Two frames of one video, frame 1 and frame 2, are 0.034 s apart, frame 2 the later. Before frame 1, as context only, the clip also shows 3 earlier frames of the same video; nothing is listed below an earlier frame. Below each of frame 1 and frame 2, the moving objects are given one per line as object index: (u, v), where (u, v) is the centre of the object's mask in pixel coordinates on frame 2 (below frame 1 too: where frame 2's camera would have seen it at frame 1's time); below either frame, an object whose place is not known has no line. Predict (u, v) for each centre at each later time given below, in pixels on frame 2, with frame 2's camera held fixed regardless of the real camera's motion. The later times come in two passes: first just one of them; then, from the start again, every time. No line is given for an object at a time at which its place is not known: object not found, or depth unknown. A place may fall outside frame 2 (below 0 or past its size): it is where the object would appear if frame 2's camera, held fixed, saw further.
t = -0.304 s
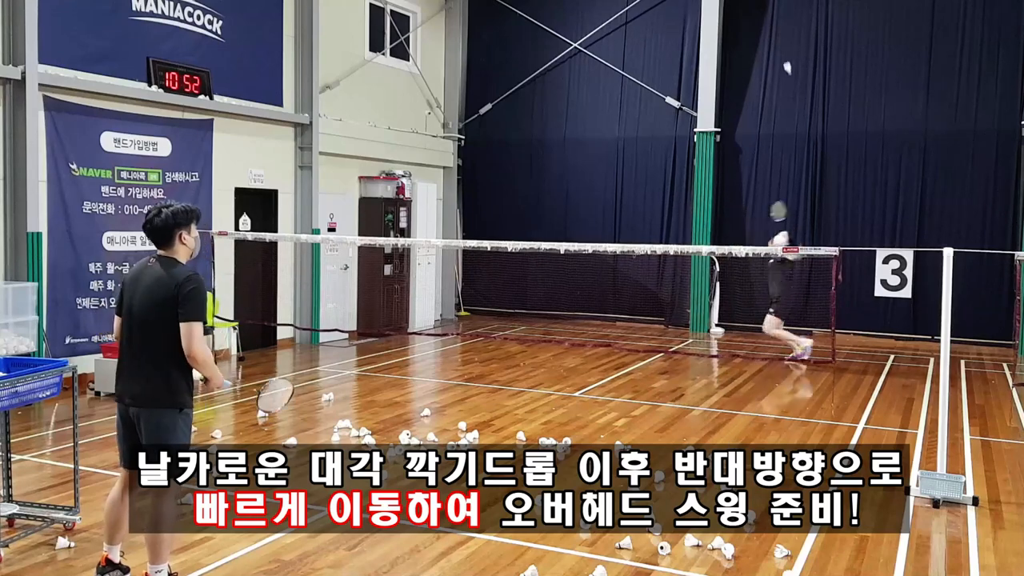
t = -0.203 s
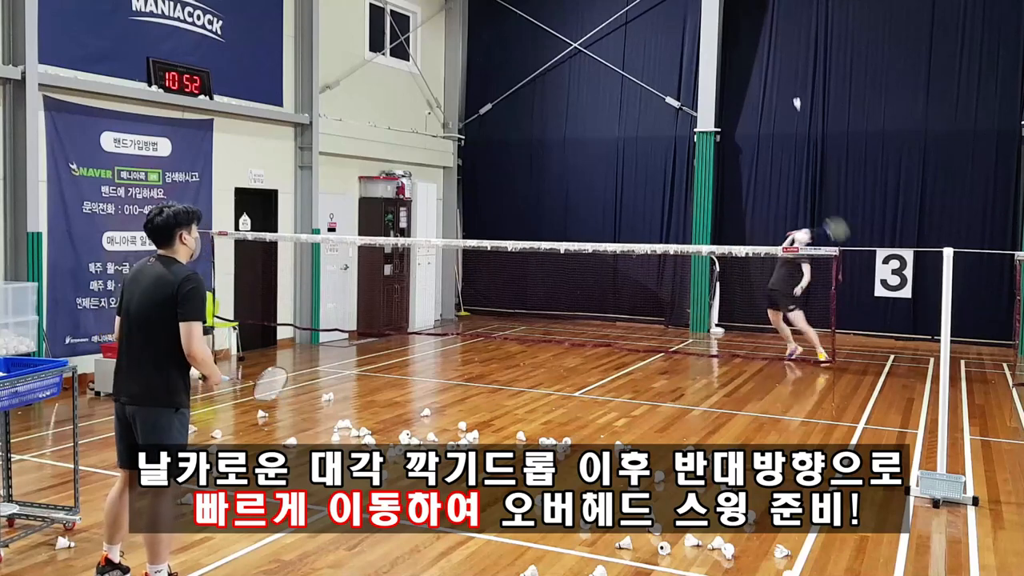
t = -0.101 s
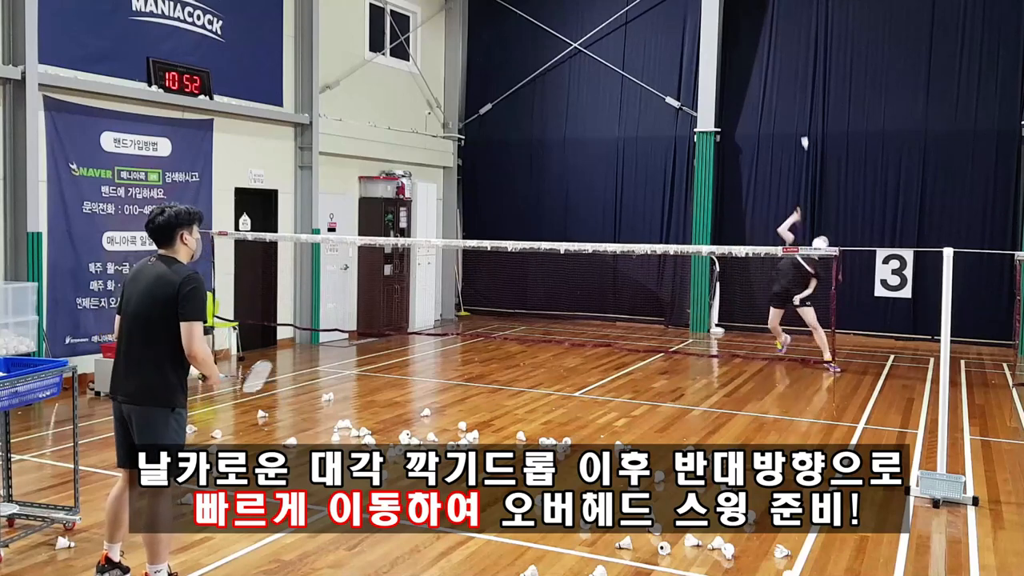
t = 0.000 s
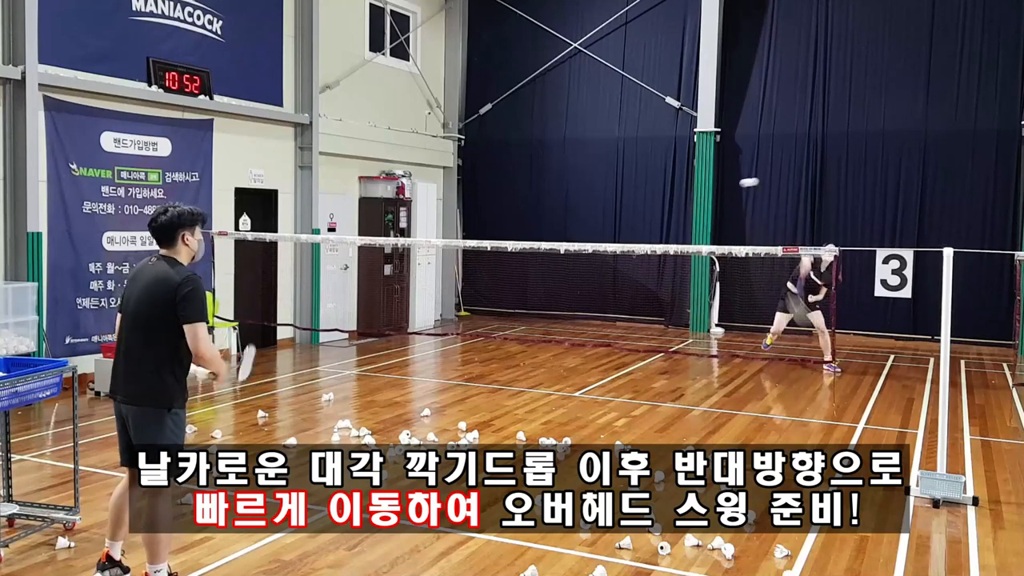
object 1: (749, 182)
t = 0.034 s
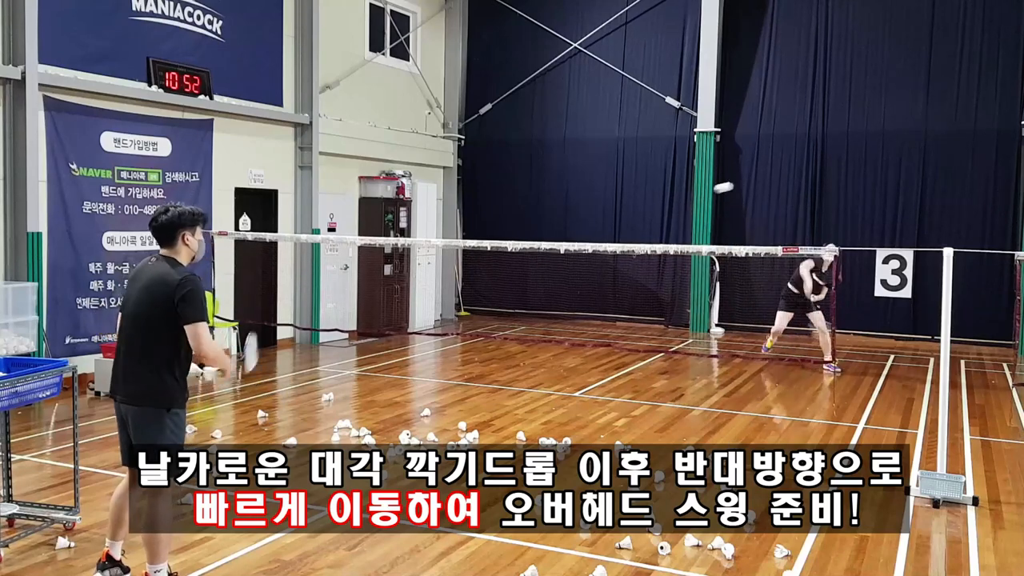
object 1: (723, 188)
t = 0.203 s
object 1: (602, 238)
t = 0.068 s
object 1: (698, 195)
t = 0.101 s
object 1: (674, 204)
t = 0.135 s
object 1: (649, 214)
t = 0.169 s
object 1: (625, 227)
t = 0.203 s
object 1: (602, 238)
